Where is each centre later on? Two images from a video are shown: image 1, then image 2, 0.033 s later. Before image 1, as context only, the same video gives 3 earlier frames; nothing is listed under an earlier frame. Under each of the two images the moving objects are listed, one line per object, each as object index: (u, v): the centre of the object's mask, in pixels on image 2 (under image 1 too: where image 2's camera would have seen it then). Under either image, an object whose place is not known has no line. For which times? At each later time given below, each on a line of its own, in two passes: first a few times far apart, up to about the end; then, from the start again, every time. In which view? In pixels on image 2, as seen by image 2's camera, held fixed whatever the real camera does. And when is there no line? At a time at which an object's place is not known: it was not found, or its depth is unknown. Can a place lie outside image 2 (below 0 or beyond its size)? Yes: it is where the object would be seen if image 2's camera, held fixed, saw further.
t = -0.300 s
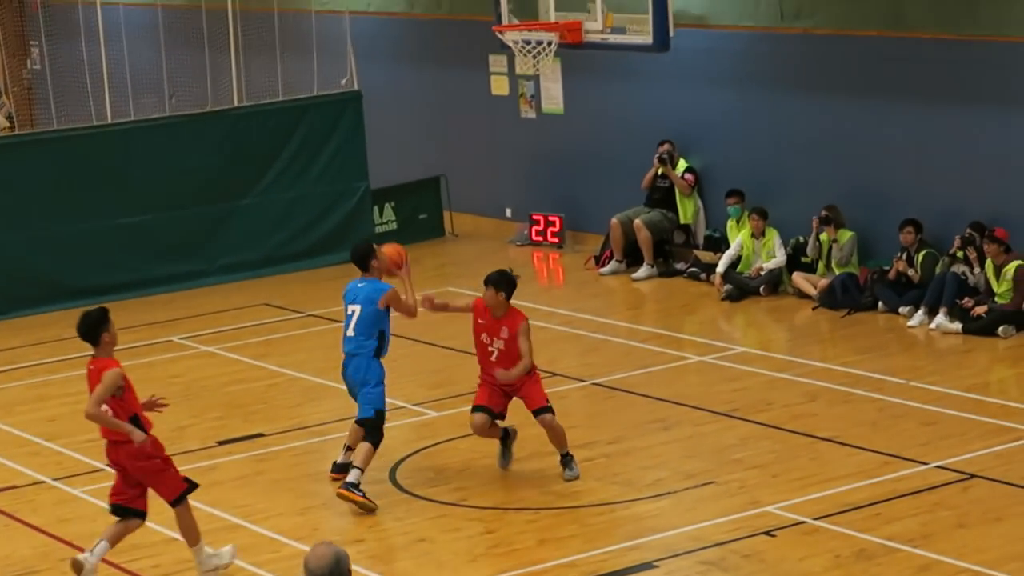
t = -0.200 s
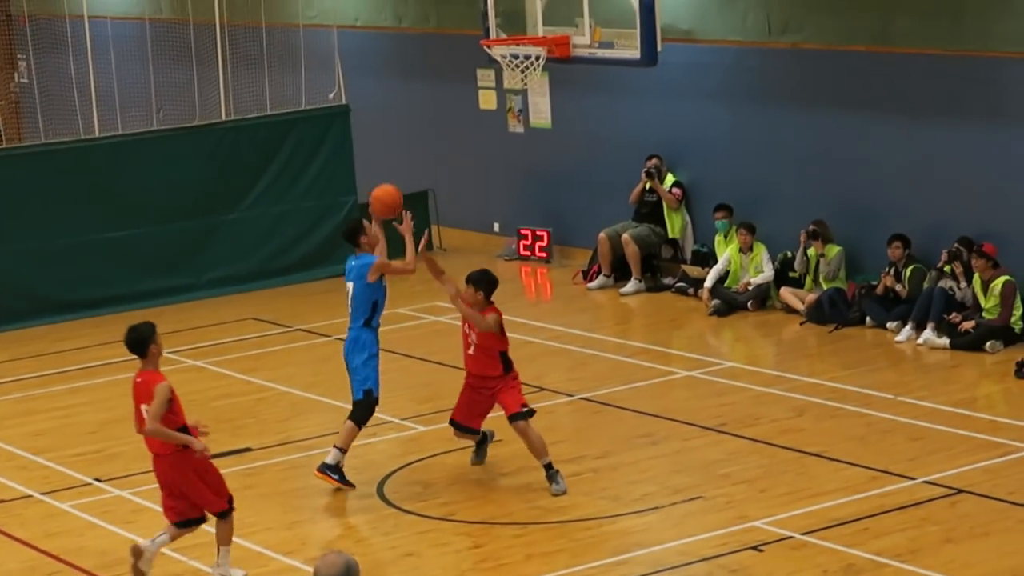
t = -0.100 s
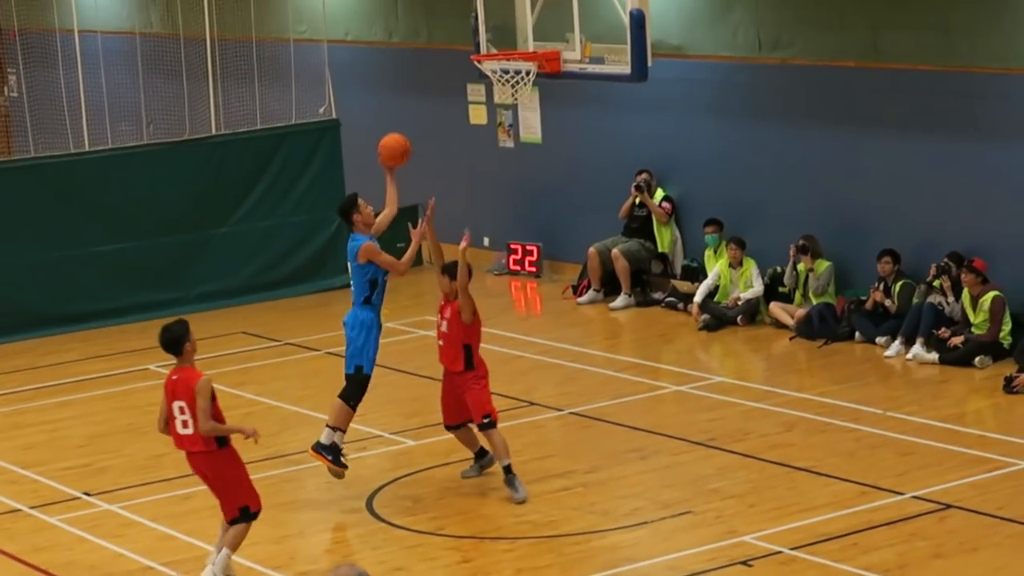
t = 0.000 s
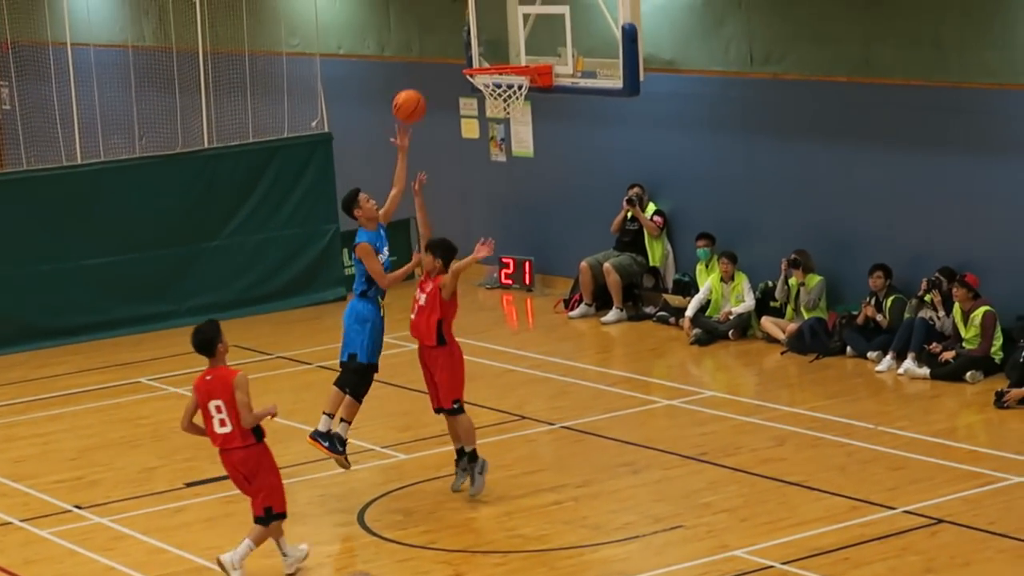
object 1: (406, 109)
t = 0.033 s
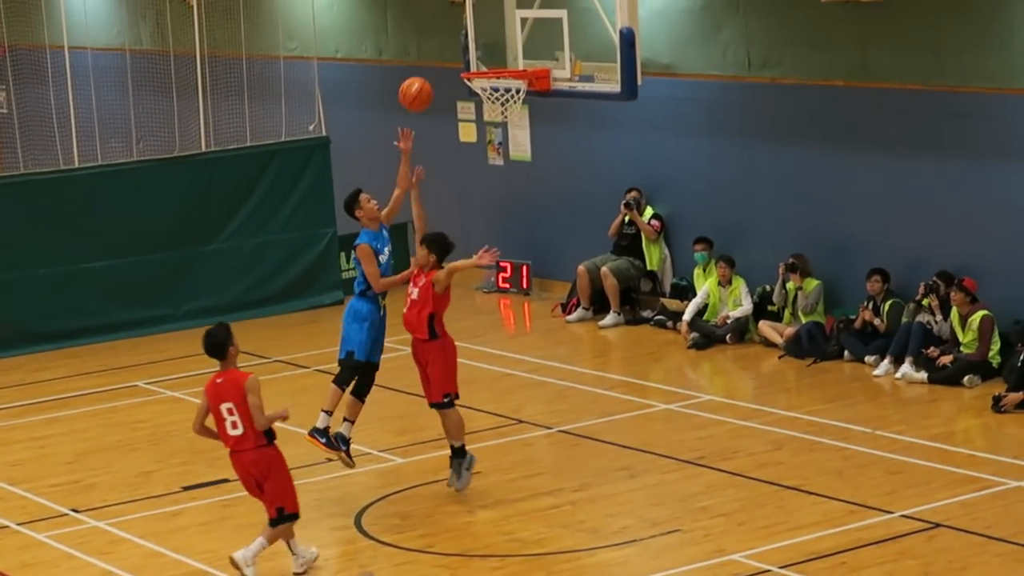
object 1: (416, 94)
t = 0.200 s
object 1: (461, 34)
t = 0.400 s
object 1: (484, 17)
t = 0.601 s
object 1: (476, 59)
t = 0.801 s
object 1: (514, 98)
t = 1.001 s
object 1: (510, 102)
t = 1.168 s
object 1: (497, 123)
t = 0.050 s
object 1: (420, 86)
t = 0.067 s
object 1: (424, 79)
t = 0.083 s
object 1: (429, 72)
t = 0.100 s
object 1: (433, 66)
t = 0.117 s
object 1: (438, 59)
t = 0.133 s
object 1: (443, 54)
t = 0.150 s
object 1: (447, 48)
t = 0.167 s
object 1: (452, 43)
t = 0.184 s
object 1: (456, 39)
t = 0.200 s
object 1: (461, 34)
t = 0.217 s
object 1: (466, 30)
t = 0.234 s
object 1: (471, 26)
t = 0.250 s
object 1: (476, 23)
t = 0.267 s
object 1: (481, 20)
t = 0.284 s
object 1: (486, 17)
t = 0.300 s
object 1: (488, 16)
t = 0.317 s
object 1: (488, 15)
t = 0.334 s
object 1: (487, 14)
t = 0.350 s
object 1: (486, 14)
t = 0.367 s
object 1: (485, 14)
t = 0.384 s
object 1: (484, 15)
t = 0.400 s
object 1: (484, 17)
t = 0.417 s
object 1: (483, 18)
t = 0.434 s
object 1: (482, 20)
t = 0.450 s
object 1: (481, 22)
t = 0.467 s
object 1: (480, 25)
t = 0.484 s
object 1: (480, 28)
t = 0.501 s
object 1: (479, 31)
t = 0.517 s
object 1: (479, 35)
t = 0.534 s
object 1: (478, 40)
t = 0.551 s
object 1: (478, 44)
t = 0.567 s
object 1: (477, 49)
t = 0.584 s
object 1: (476, 55)
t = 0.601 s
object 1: (476, 59)
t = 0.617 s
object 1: (476, 62)
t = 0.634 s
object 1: (479, 63)
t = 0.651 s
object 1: (482, 64)
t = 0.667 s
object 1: (488, 69)
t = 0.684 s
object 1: (490, 74)
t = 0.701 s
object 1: (493, 77)
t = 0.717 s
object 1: (497, 79)
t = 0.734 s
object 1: (500, 84)
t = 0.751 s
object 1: (505, 90)
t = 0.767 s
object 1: (507, 94)
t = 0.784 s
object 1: (511, 98)
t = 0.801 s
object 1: (514, 98)
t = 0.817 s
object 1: (515, 99)
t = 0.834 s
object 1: (516, 98)
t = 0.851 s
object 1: (517, 98)
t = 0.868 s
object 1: (517, 98)
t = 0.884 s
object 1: (517, 98)
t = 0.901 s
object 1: (516, 98)
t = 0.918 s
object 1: (516, 99)
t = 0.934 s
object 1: (515, 99)
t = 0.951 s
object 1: (513, 99)
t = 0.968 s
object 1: (513, 100)
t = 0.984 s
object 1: (511, 101)
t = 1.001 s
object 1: (510, 102)
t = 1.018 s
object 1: (508, 103)
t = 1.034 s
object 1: (507, 104)
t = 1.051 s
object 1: (505, 105)
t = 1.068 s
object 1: (504, 107)
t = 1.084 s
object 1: (502, 109)
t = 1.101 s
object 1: (502, 112)
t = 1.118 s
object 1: (500, 114)
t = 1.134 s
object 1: (499, 116)
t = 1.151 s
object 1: (498, 119)
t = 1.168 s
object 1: (497, 123)
